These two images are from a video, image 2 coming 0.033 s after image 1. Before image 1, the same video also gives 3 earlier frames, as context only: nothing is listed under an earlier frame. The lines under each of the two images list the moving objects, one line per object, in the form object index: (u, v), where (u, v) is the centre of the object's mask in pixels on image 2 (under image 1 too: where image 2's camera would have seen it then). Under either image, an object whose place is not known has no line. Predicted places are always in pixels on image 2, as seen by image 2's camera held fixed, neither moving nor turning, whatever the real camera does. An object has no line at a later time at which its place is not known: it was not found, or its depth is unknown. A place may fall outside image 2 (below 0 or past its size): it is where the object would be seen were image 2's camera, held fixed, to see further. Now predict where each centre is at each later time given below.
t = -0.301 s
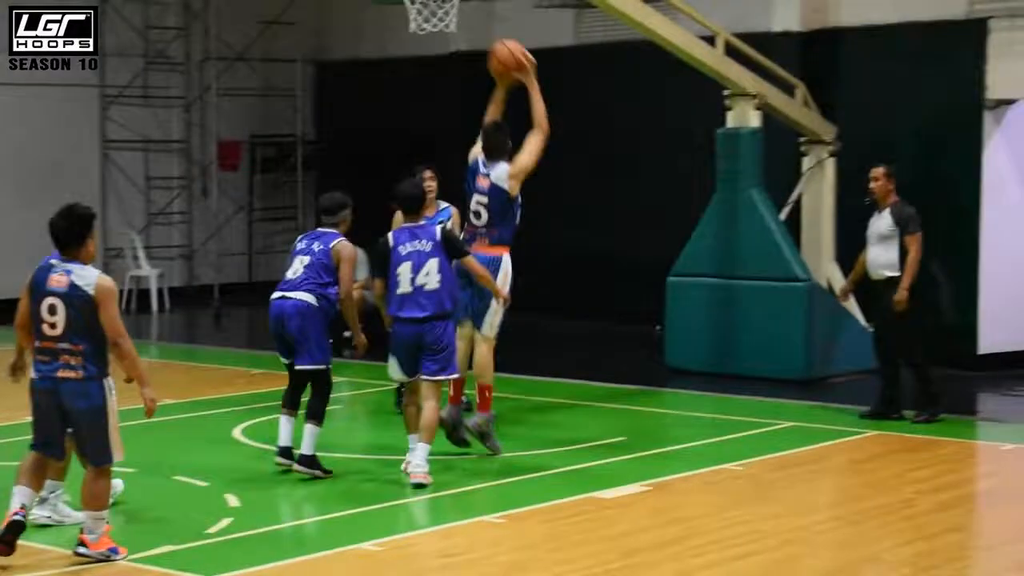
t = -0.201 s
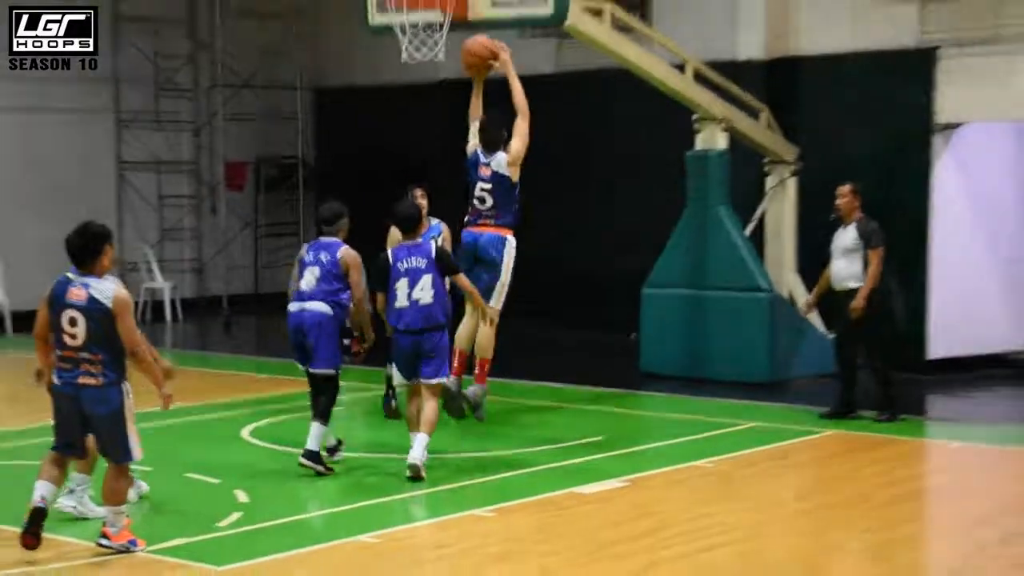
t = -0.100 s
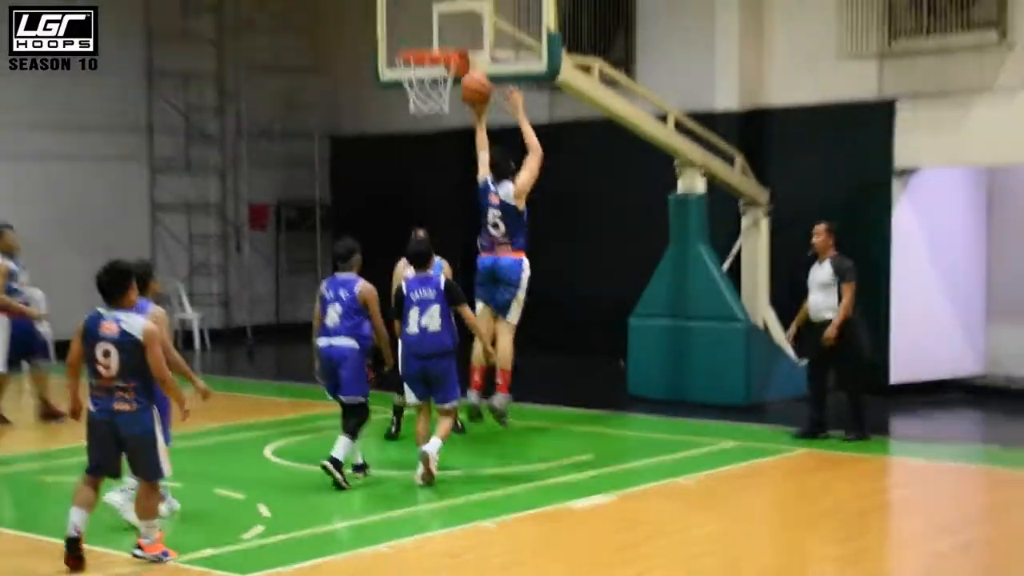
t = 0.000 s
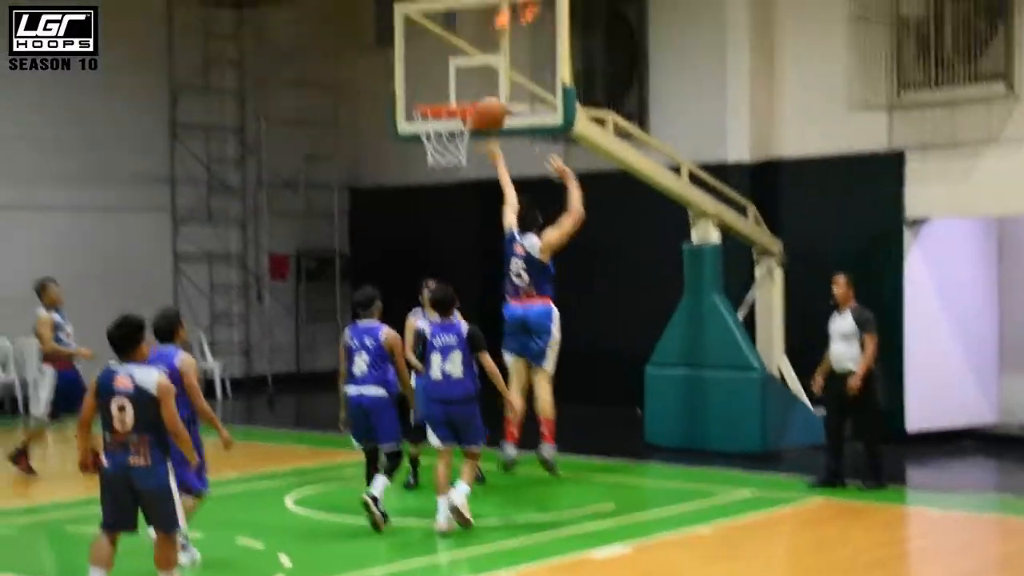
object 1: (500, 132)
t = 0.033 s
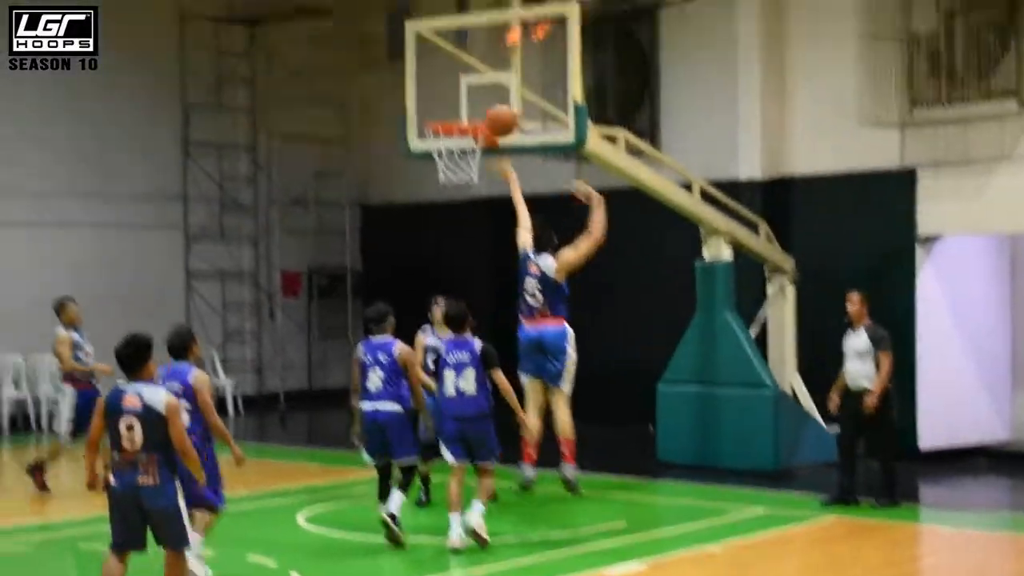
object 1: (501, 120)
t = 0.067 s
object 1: (502, 114)
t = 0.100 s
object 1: (502, 107)
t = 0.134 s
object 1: (502, 101)
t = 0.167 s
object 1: (503, 99)
